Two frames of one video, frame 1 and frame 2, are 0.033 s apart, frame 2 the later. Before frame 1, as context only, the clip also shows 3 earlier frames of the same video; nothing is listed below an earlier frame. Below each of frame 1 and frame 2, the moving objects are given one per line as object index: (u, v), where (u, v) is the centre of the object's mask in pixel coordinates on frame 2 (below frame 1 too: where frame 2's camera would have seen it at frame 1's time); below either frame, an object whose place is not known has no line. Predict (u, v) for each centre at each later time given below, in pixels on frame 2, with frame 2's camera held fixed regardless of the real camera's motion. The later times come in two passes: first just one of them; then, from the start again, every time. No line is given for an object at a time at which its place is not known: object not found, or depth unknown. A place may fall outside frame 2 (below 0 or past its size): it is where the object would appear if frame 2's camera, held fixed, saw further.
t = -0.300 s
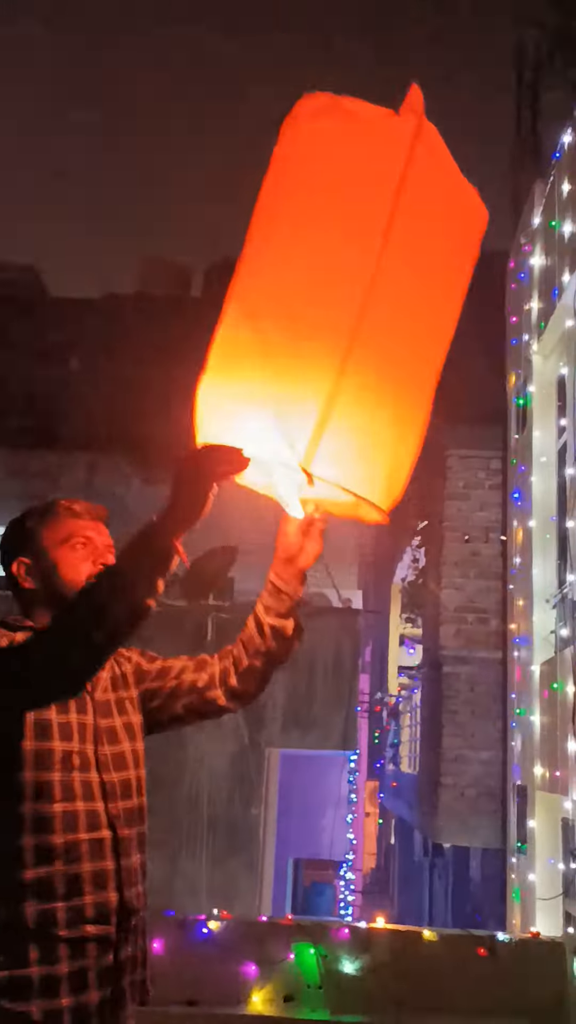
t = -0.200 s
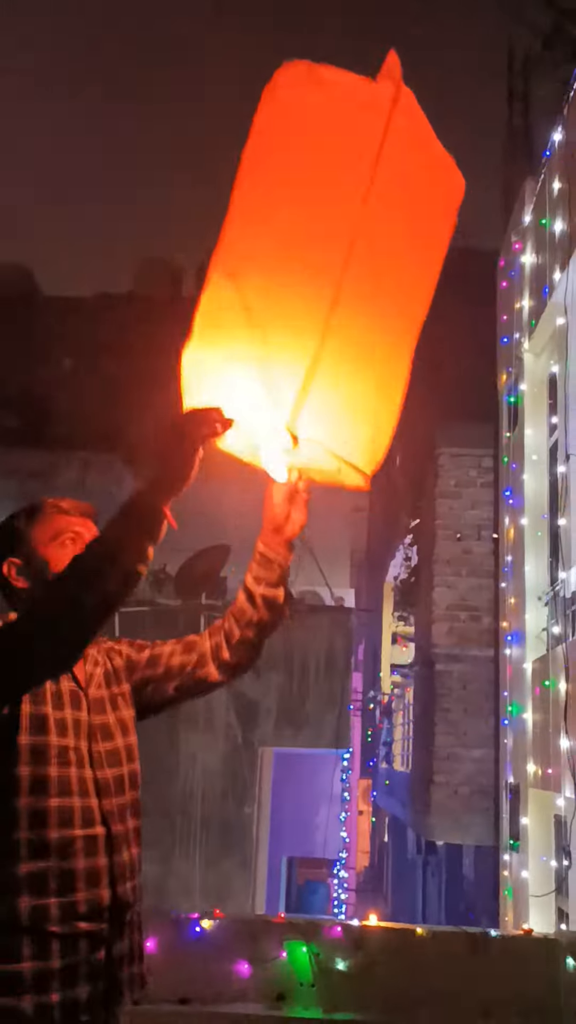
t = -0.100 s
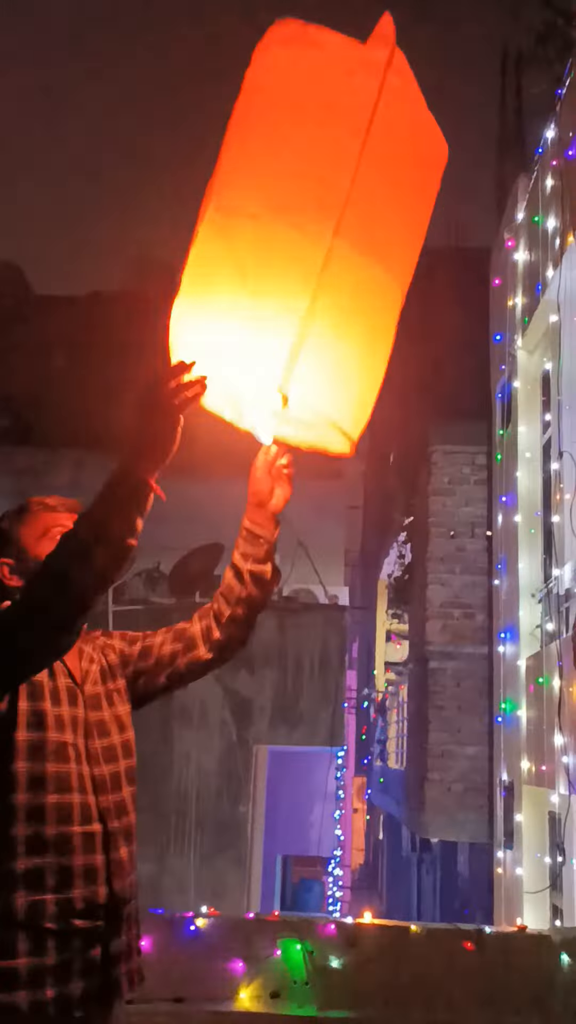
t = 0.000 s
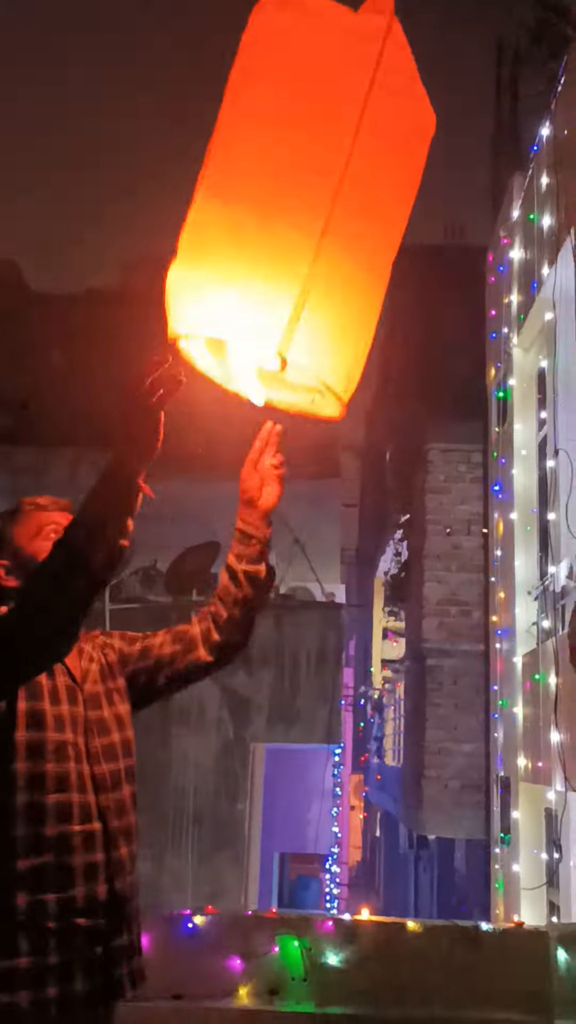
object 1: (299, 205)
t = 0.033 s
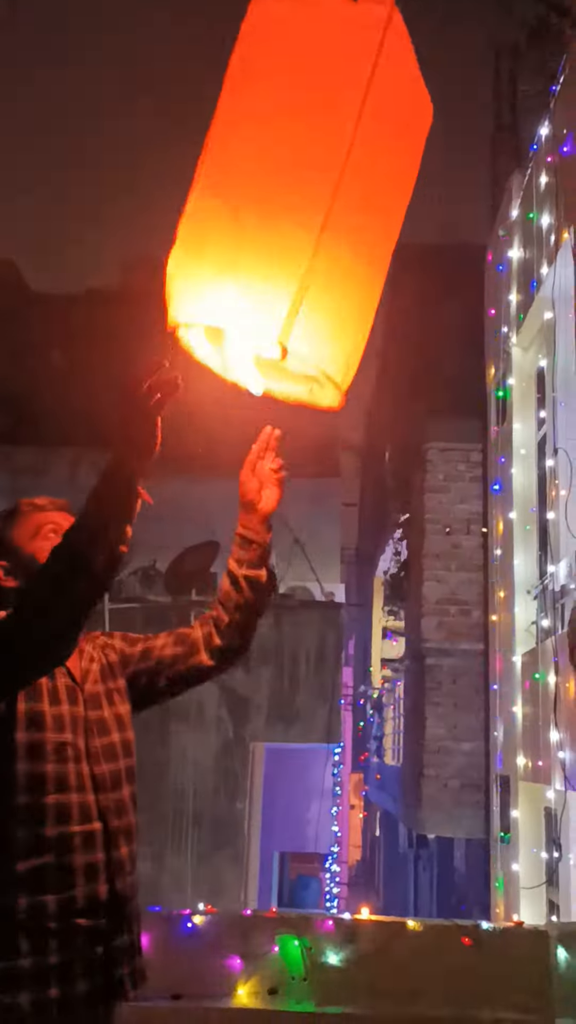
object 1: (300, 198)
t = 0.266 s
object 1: (297, 164)
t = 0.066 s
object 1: (301, 191)
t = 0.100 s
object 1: (296, 189)
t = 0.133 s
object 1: (297, 182)
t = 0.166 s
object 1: (298, 178)
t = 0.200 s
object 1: (292, 175)
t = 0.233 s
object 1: (292, 169)
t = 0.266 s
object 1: (297, 164)
